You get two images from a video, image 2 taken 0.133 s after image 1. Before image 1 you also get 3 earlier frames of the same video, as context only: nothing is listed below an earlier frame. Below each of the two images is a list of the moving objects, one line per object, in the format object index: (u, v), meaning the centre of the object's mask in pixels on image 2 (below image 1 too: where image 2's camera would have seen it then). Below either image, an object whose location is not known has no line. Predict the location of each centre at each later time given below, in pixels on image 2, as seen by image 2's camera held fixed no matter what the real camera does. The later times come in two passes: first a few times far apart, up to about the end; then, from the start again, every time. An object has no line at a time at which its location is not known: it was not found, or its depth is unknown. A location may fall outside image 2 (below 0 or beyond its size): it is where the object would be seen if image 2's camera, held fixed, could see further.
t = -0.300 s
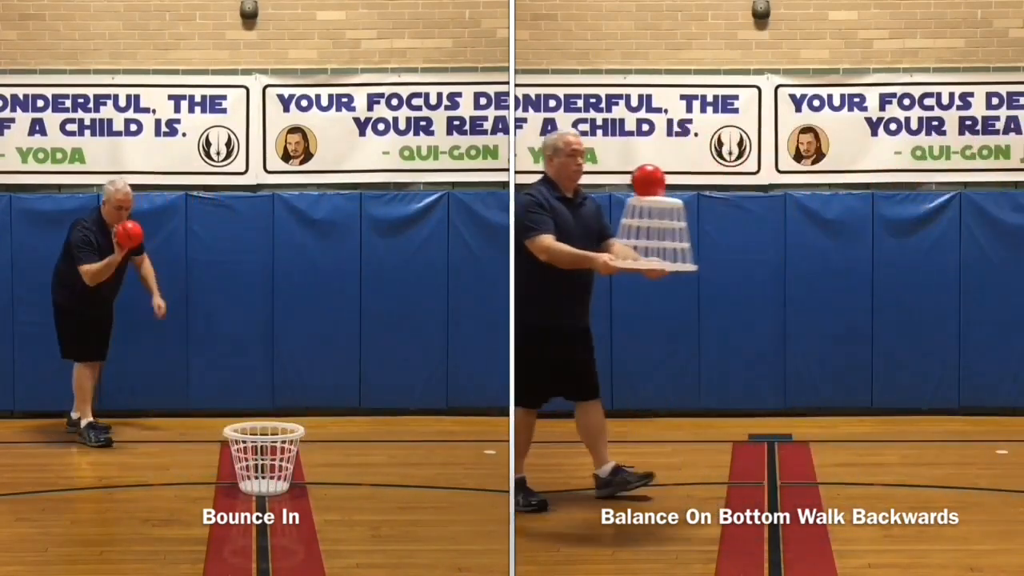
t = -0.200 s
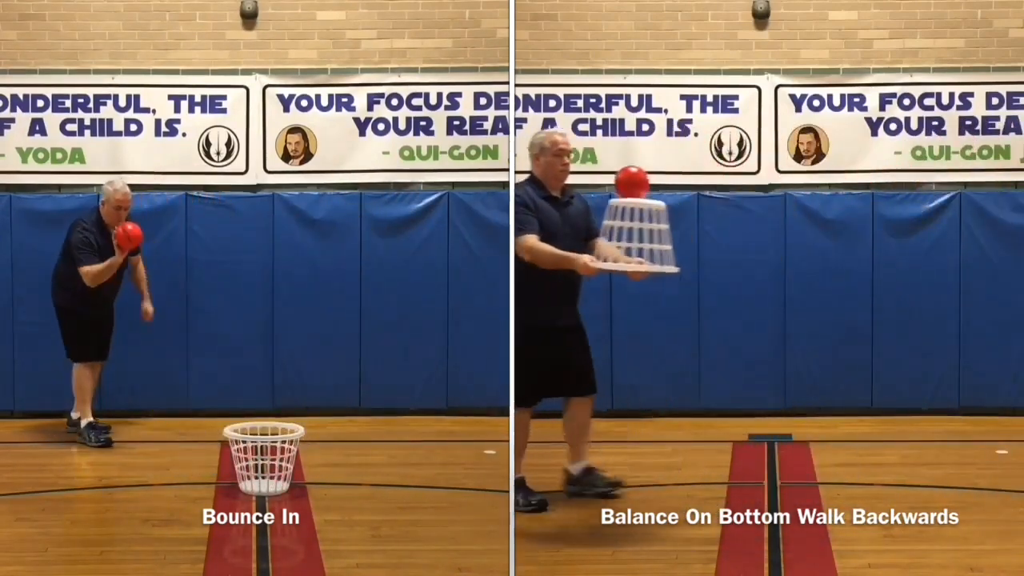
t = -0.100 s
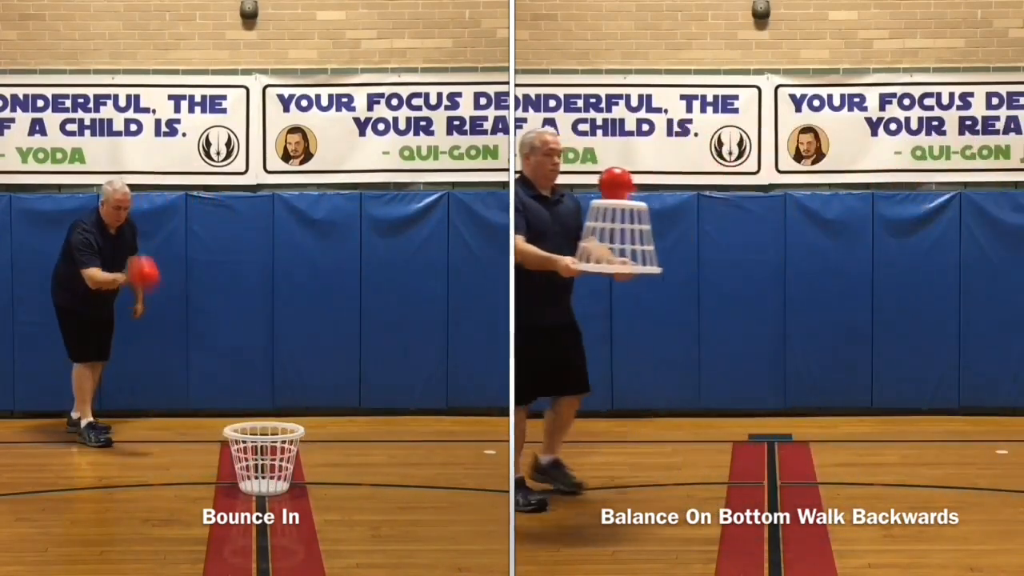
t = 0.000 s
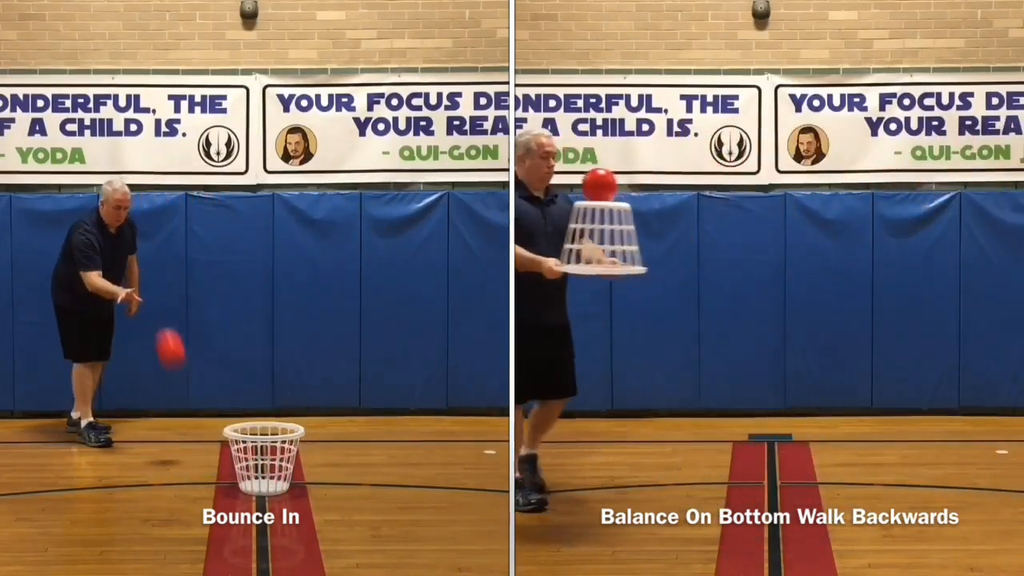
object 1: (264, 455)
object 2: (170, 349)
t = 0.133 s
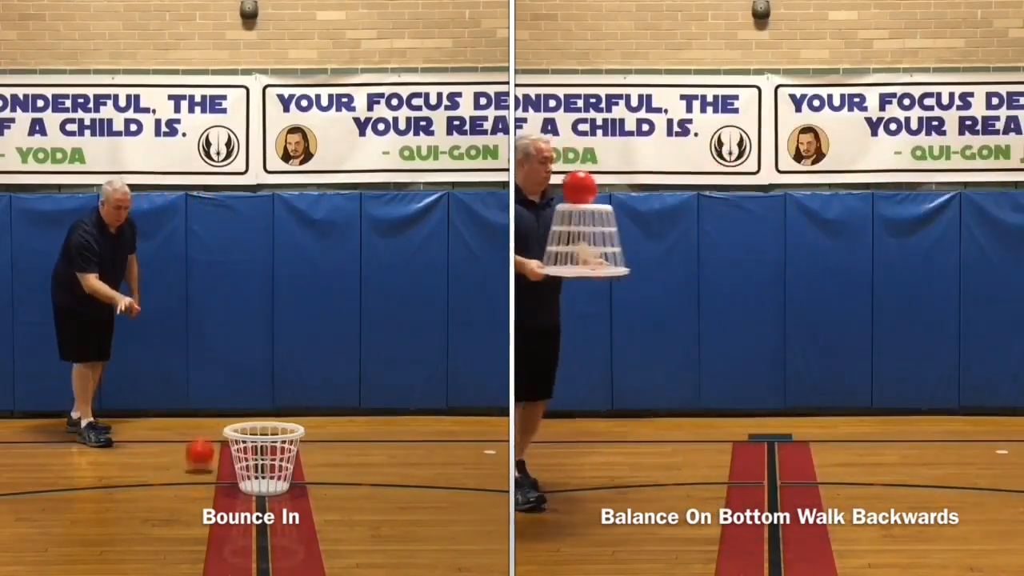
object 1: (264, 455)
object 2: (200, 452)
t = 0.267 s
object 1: (264, 455)
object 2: (212, 388)
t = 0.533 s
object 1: (264, 455)
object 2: (237, 350)
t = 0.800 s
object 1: (263, 453)
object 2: (263, 428)
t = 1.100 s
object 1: (278, 448)
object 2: (265, 459)
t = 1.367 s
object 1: (275, 452)
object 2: (283, 468)
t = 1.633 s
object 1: (262, 453)
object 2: (261, 472)
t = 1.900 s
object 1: (267, 455)
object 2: (259, 474)
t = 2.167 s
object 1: (269, 455)
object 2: (276, 476)
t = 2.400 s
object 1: (266, 456)
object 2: (277, 474)
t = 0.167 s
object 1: (264, 455)
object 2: (203, 433)
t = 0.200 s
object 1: (264, 455)
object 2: (206, 414)
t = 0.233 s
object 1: (264, 455)
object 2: (209, 401)
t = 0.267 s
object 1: (264, 455)
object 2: (212, 388)
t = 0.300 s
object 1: (264, 455)
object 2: (216, 377)
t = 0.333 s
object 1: (264, 455)
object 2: (219, 367)
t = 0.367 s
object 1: (264, 455)
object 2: (222, 359)
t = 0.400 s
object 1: (264, 455)
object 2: (225, 354)
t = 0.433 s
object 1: (264, 455)
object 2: (228, 350)
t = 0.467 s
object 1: (264, 455)
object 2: (231, 348)
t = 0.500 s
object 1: (264, 455)
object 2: (234, 348)
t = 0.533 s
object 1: (264, 455)
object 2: (237, 350)
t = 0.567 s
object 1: (264, 455)
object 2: (240, 354)
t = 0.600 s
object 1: (264, 455)
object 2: (244, 360)
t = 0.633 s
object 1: (264, 455)
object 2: (247, 368)
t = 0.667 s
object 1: (264, 455)
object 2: (250, 379)
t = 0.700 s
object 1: (264, 455)
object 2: (253, 391)
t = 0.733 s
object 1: (264, 455)
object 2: (256, 405)
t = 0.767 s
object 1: (264, 458)
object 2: (259, 421)
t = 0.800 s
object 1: (263, 453)
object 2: (263, 428)
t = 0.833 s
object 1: (263, 451)
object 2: (267, 434)
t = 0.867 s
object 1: (262, 450)
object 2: (270, 451)
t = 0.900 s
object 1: (262, 449)
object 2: (274, 465)
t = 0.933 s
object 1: (263, 448)
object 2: (275, 470)
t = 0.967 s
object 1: (267, 448)
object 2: (272, 467)
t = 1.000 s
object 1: (271, 448)
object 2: (268, 464)
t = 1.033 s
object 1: (275, 448)
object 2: (264, 462)
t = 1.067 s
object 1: (277, 448)
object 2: (264, 460)
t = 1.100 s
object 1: (278, 448)
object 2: (265, 459)
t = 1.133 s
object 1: (278, 449)
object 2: (268, 460)
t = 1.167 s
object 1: (278, 449)
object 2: (274, 465)
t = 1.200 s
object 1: (278, 449)
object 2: (279, 474)
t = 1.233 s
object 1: (278, 449)
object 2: (280, 474)
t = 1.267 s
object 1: (278, 451)
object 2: (282, 470)
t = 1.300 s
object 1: (277, 451)
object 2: (283, 467)
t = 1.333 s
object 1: (276, 452)
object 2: (284, 467)
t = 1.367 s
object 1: (275, 452)
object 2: (283, 468)
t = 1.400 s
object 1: (274, 453)
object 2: (283, 469)
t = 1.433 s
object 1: (273, 454)
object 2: (279, 472)
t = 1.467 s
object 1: (271, 455)
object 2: (277, 471)
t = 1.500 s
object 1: (268, 455)
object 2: (274, 470)
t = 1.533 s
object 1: (266, 455)
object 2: (272, 471)
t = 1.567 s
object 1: (264, 454)
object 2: (268, 471)
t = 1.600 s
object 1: (263, 454)
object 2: (265, 471)
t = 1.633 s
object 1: (262, 453)
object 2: (261, 472)
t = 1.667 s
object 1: (262, 453)
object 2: (261, 471)
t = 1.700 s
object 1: (262, 453)
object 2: (260, 471)
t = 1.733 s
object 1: (263, 453)
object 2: (257, 473)
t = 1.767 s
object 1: (264, 453)
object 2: (255, 474)
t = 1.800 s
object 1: (265, 454)
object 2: (255, 474)
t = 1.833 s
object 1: (266, 455)
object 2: (256, 474)
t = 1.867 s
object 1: (267, 455)
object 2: (257, 474)
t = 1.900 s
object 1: (267, 455)
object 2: (259, 474)
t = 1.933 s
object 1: (266, 455)
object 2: (261, 474)
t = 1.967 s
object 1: (266, 455)
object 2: (262, 475)
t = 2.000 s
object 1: (267, 455)
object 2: (266, 476)
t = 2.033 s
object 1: (268, 454)
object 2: (268, 476)
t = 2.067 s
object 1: (269, 454)
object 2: (270, 476)
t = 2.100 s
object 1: (269, 454)
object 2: (272, 476)
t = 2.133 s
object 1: (269, 454)
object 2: (275, 476)
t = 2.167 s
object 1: (269, 455)
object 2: (276, 476)
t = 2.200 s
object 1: (267, 455)
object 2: (277, 476)
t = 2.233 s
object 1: (266, 456)
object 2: (277, 476)
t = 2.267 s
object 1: (266, 455)
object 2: (278, 475)
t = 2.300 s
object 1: (266, 455)
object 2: (278, 475)
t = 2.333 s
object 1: (266, 455)
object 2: (278, 475)
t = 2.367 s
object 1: (266, 456)
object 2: (277, 474)
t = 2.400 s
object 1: (266, 456)
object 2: (277, 474)
